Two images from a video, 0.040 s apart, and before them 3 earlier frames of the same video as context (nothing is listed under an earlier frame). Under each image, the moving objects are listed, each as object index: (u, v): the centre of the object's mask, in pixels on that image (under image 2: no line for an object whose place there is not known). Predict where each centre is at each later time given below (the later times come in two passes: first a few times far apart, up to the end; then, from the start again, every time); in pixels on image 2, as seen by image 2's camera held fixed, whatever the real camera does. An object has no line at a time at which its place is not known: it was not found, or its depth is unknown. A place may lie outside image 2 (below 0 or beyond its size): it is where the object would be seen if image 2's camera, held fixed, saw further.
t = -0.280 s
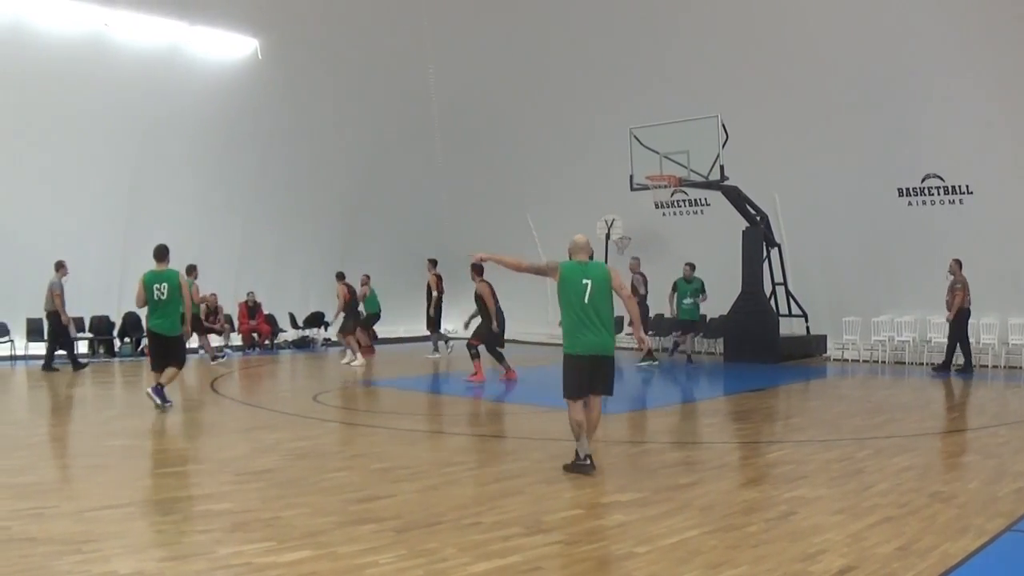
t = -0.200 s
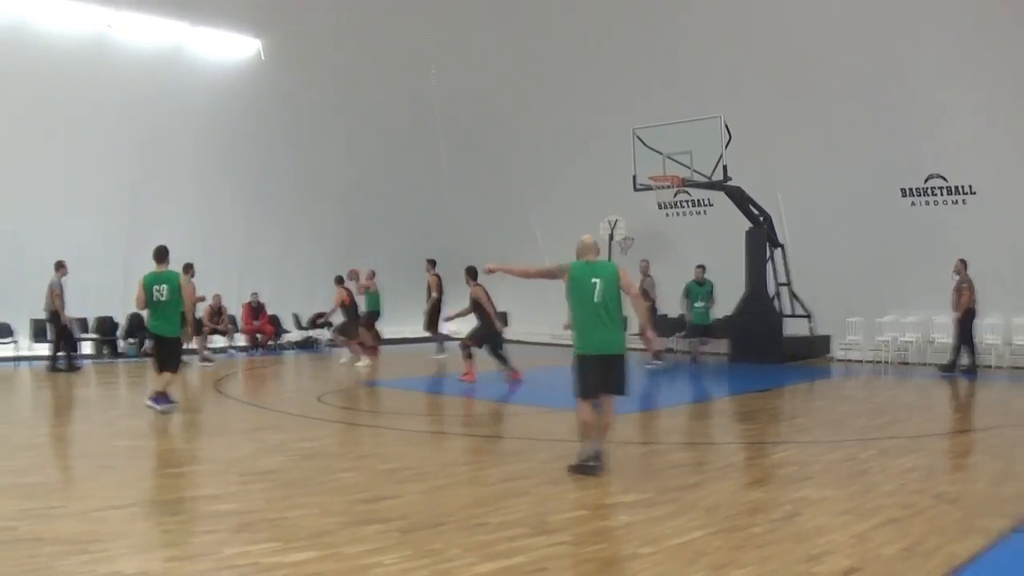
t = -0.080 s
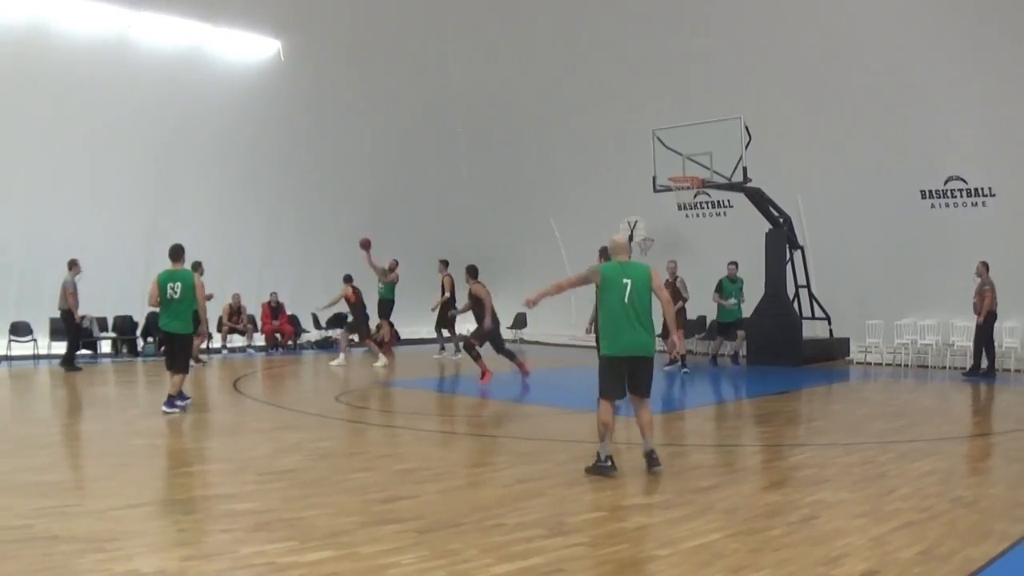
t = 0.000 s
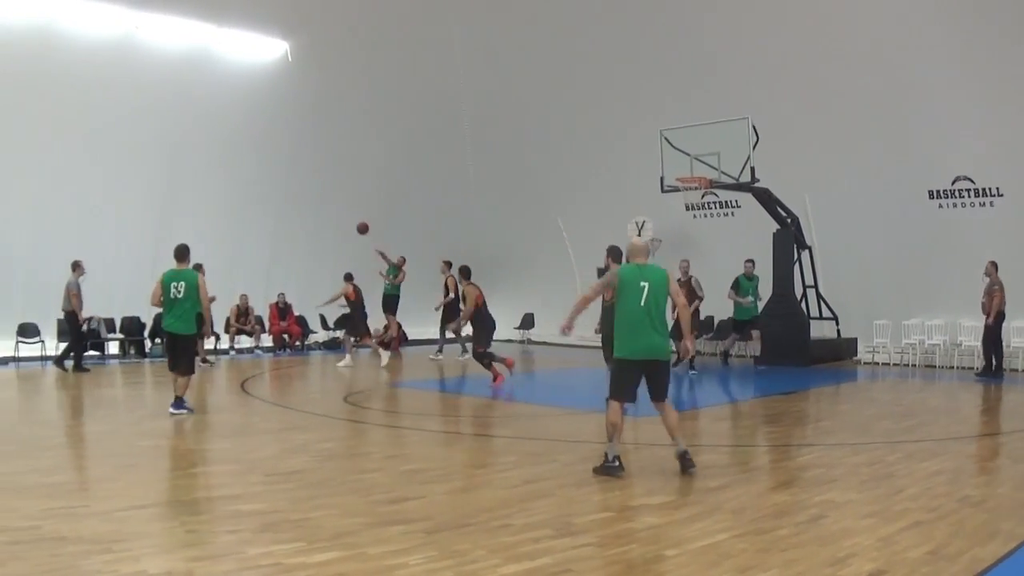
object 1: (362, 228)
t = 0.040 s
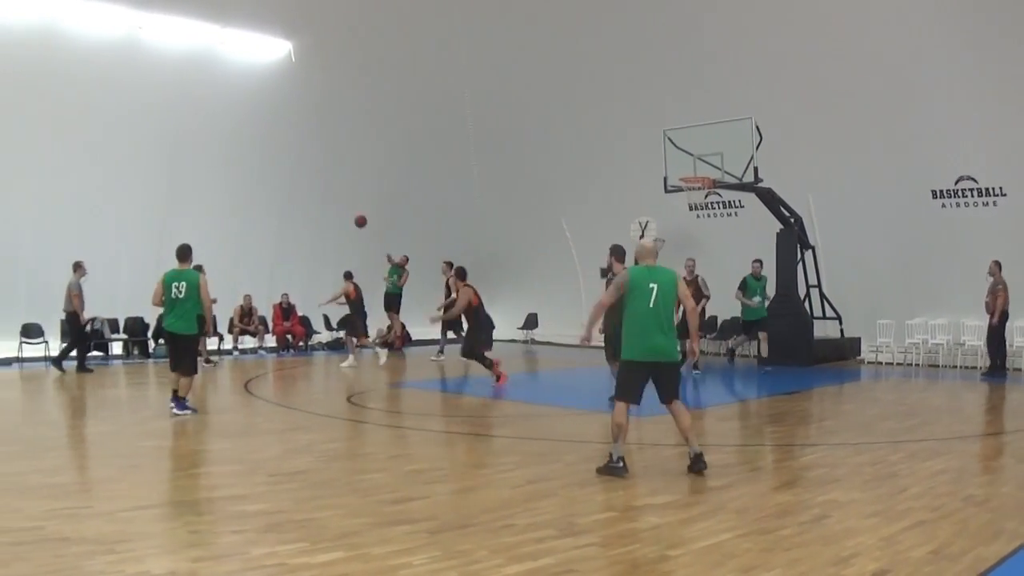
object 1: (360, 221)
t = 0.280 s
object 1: (328, 190)
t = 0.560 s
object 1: (273, 187)
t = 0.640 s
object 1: (253, 195)
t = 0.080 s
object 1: (356, 215)
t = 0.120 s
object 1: (351, 208)
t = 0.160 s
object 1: (346, 203)
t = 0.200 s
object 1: (340, 198)
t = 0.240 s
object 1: (335, 194)
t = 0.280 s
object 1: (328, 190)
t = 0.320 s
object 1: (321, 187)
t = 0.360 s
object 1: (314, 184)
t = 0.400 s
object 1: (308, 183)
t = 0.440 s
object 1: (300, 182)
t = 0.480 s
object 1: (291, 183)
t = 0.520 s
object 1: (283, 184)
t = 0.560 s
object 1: (273, 187)
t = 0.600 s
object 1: (264, 191)
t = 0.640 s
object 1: (253, 195)
